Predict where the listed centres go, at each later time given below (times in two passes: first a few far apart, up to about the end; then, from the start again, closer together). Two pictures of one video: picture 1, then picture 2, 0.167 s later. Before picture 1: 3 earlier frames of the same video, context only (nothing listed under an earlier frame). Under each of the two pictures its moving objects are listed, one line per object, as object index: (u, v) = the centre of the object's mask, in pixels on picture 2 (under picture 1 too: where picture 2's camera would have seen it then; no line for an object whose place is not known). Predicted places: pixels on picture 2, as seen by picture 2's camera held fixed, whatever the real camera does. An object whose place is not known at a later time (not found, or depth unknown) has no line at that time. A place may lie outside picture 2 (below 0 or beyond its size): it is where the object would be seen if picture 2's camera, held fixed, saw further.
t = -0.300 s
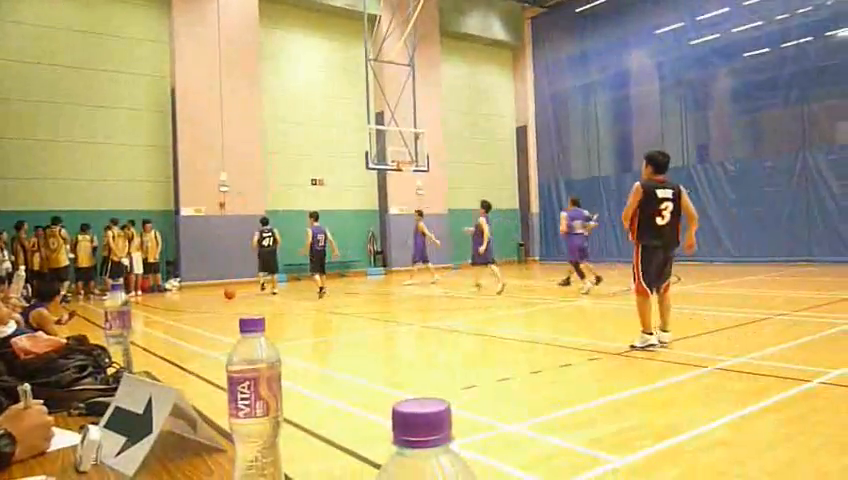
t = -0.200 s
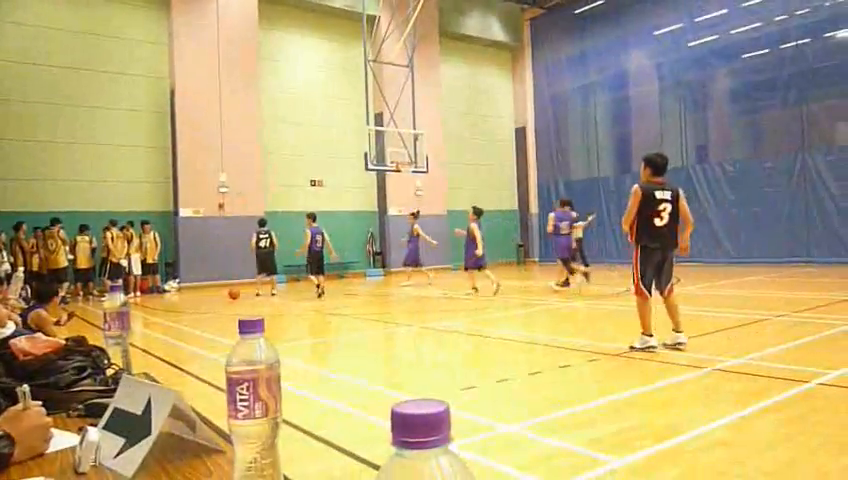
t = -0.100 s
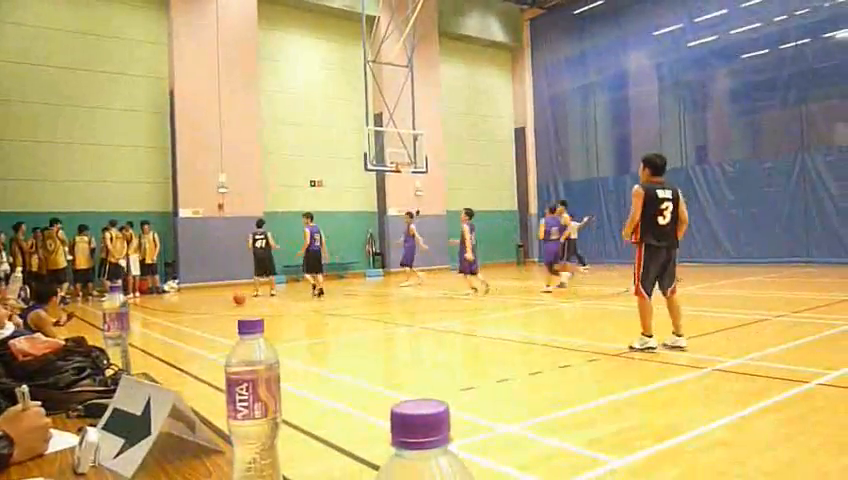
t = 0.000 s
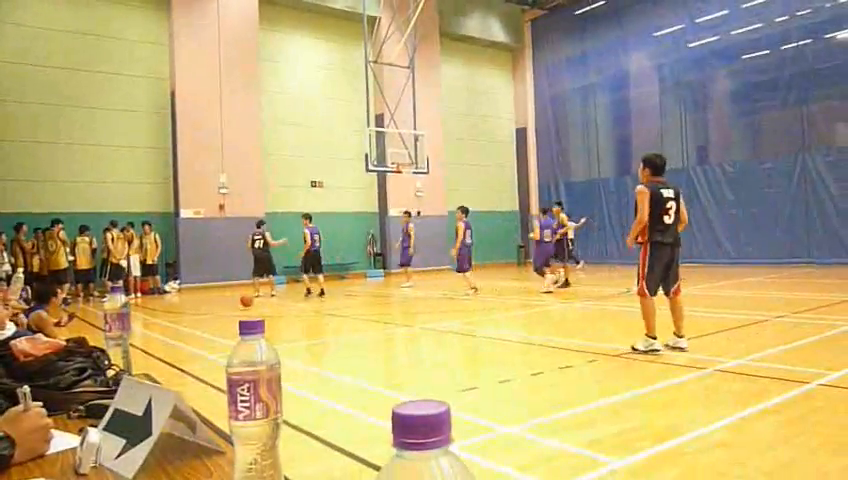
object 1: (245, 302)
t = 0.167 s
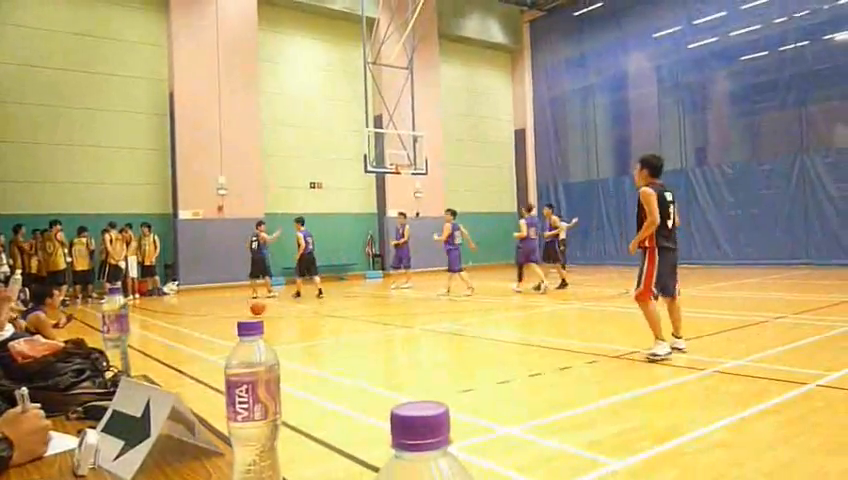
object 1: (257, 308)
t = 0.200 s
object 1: (259, 308)
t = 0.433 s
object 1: (281, 319)
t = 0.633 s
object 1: (305, 331)
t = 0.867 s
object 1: (343, 347)
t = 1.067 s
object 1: (391, 370)
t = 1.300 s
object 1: (481, 413)
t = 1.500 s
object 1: (625, 461)
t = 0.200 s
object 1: (259, 308)
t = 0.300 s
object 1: (268, 314)
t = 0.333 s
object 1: (271, 316)
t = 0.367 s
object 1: (274, 316)
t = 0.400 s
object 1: (277, 317)
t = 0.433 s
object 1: (281, 319)
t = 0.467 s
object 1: (284, 322)
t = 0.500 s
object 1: (288, 323)
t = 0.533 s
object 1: (292, 325)
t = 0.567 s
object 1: (296, 327)
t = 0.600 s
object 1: (301, 329)
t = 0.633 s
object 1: (305, 331)
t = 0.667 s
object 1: (310, 334)
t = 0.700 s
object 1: (314, 336)
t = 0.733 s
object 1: (320, 337)
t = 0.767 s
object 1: (325, 339)
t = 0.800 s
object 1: (331, 343)
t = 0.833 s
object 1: (337, 346)
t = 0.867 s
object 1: (343, 347)
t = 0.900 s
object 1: (350, 351)
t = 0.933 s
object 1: (358, 355)
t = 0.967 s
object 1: (365, 359)
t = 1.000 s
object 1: (373, 362)
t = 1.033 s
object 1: (382, 367)
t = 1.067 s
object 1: (391, 370)
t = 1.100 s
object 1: (401, 372)
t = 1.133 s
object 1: (411, 377)
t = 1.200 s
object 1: (436, 388)
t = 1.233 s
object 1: (450, 394)
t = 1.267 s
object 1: (464, 403)
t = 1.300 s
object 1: (481, 413)
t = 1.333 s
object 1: (497, 420)
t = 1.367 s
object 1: (517, 429)
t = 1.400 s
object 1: (539, 441)
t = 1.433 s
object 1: (564, 450)
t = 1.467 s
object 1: (591, 455)
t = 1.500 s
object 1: (625, 461)
